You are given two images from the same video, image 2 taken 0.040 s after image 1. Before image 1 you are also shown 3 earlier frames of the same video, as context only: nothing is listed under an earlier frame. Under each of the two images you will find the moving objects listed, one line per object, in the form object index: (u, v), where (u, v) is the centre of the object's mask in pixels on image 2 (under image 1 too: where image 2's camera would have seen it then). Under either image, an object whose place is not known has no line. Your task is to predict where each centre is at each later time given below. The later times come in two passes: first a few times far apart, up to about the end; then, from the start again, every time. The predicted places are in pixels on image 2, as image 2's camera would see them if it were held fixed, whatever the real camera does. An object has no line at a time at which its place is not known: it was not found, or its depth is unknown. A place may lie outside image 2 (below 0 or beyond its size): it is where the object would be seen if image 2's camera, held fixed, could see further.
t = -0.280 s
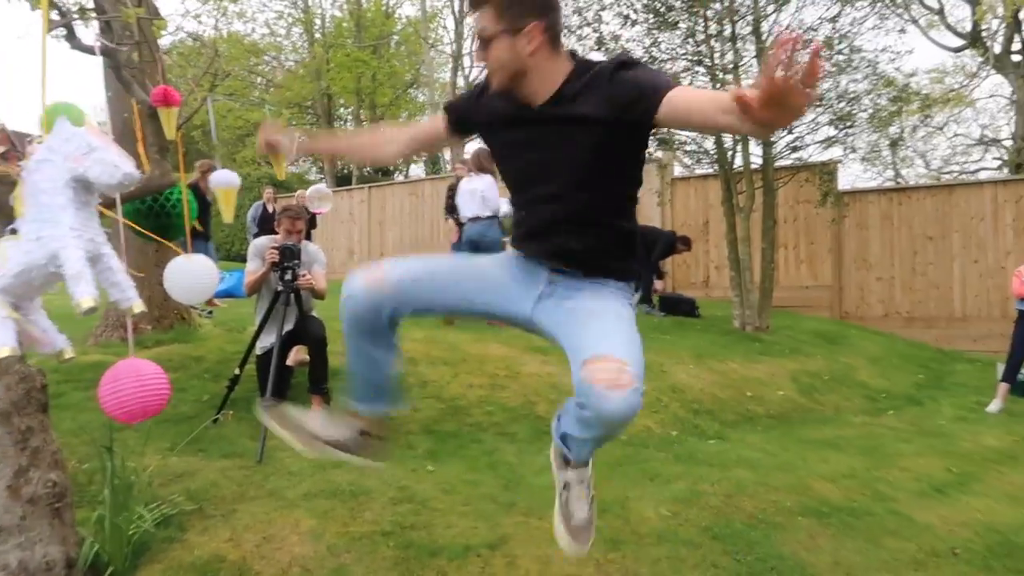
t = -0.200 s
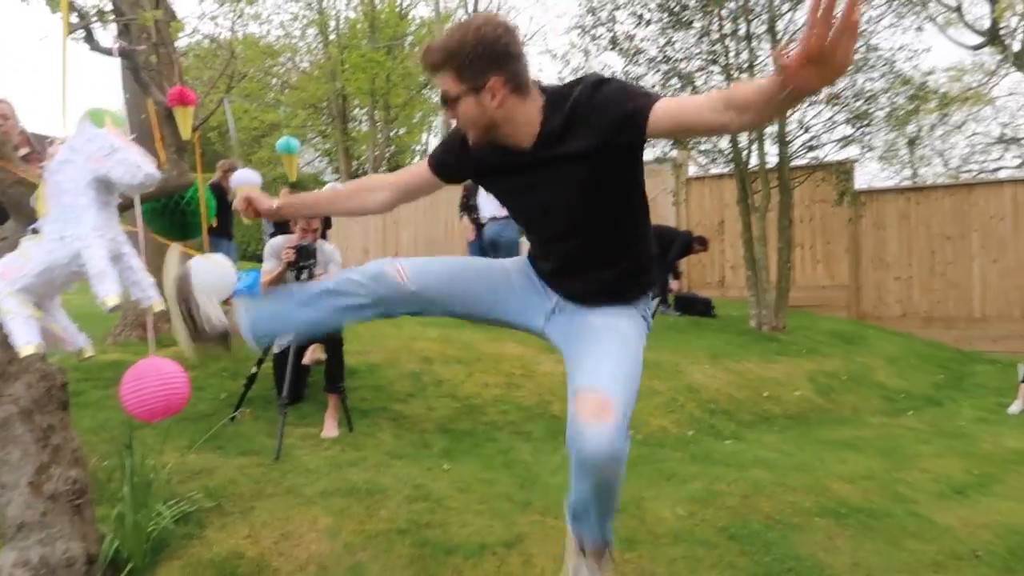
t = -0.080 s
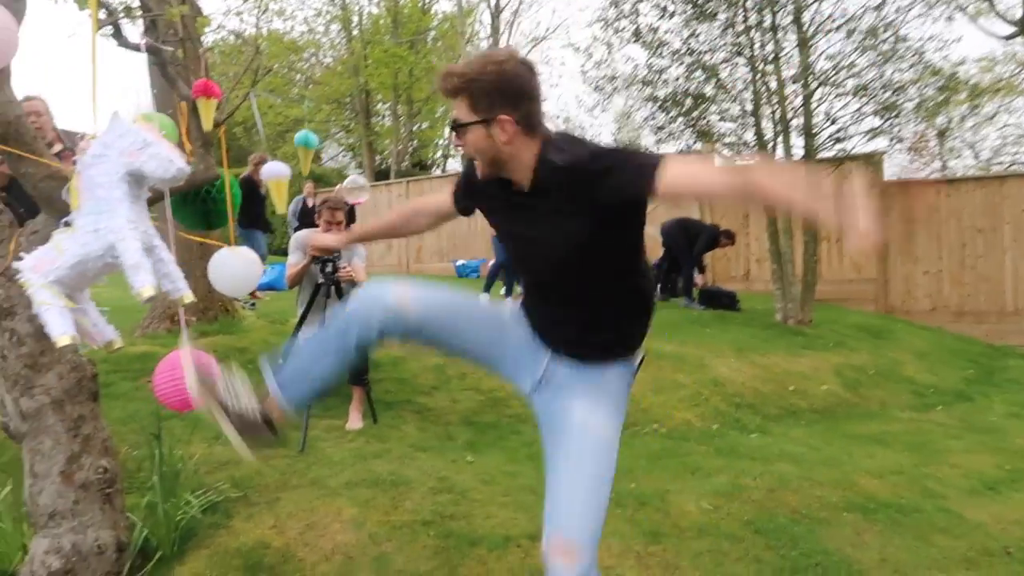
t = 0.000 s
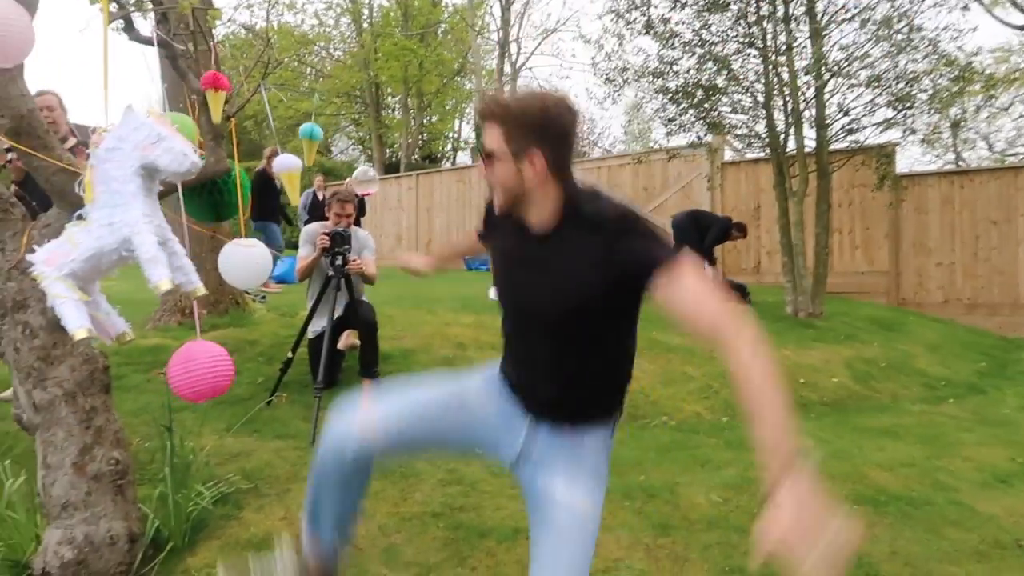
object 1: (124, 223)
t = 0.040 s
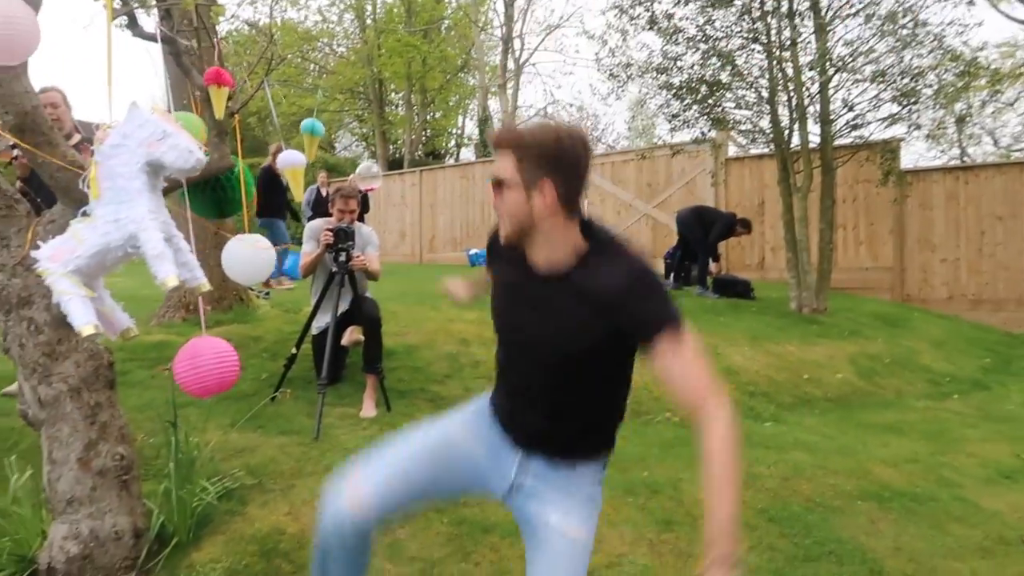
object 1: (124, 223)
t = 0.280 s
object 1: (126, 219)
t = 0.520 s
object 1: (123, 215)
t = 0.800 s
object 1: (122, 217)
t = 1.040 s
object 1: (119, 217)
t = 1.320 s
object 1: (117, 220)
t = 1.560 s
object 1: (119, 224)
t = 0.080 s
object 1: (124, 222)
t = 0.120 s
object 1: (124, 221)
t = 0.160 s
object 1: (126, 221)
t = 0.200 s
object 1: (126, 220)
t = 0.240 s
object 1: (126, 220)
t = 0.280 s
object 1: (126, 219)
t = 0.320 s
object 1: (125, 218)
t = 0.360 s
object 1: (125, 217)
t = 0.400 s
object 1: (124, 216)
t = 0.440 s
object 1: (122, 216)
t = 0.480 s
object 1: (122, 217)
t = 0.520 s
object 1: (123, 215)
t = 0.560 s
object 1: (124, 215)
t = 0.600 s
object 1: (123, 215)
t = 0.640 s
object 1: (123, 215)
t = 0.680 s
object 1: (123, 215)
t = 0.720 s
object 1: (122, 216)
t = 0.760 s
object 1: (122, 217)
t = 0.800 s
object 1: (122, 217)
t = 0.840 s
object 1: (121, 217)
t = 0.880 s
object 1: (120, 217)
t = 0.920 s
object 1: (120, 218)
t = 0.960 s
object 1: (120, 218)
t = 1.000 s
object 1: (119, 219)
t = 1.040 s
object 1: (119, 217)
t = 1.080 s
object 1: (119, 218)
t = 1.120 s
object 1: (118, 218)
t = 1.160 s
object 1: (118, 218)
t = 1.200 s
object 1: (117, 220)
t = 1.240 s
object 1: (117, 220)
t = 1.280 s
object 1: (116, 220)
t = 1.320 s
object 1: (117, 220)
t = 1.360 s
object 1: (117, 220)
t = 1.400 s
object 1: (117, 222)
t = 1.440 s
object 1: (117, 221)
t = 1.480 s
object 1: (118, 223)
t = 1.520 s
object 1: (118, 223)
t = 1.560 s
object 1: (119, 224)
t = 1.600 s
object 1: (121, 224)
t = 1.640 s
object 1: (123, 225)
